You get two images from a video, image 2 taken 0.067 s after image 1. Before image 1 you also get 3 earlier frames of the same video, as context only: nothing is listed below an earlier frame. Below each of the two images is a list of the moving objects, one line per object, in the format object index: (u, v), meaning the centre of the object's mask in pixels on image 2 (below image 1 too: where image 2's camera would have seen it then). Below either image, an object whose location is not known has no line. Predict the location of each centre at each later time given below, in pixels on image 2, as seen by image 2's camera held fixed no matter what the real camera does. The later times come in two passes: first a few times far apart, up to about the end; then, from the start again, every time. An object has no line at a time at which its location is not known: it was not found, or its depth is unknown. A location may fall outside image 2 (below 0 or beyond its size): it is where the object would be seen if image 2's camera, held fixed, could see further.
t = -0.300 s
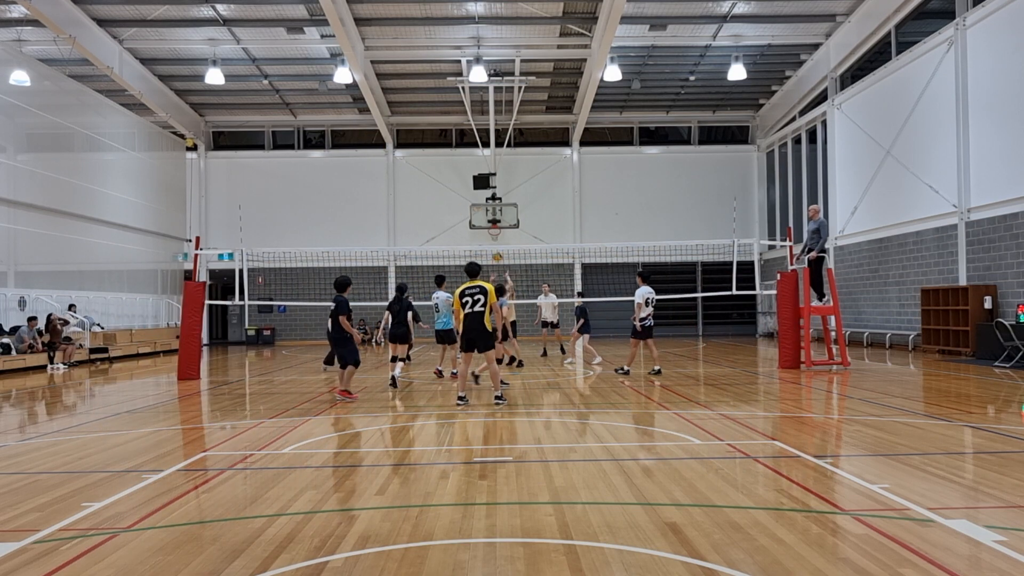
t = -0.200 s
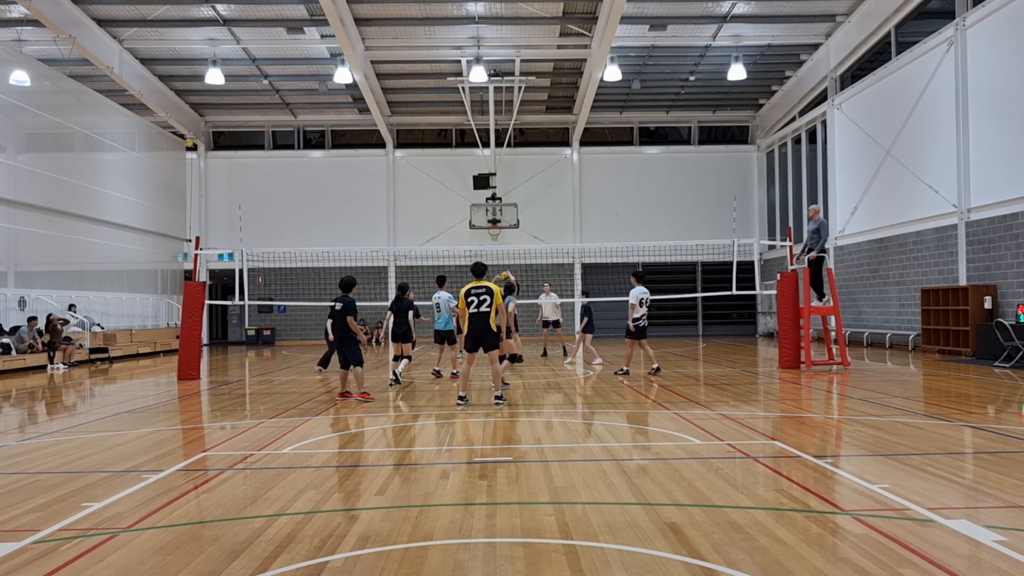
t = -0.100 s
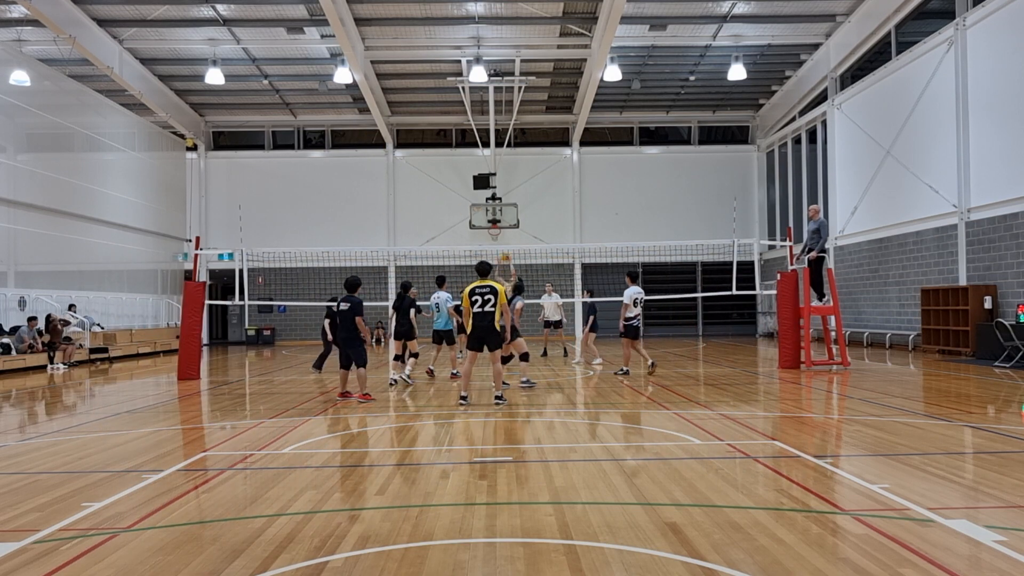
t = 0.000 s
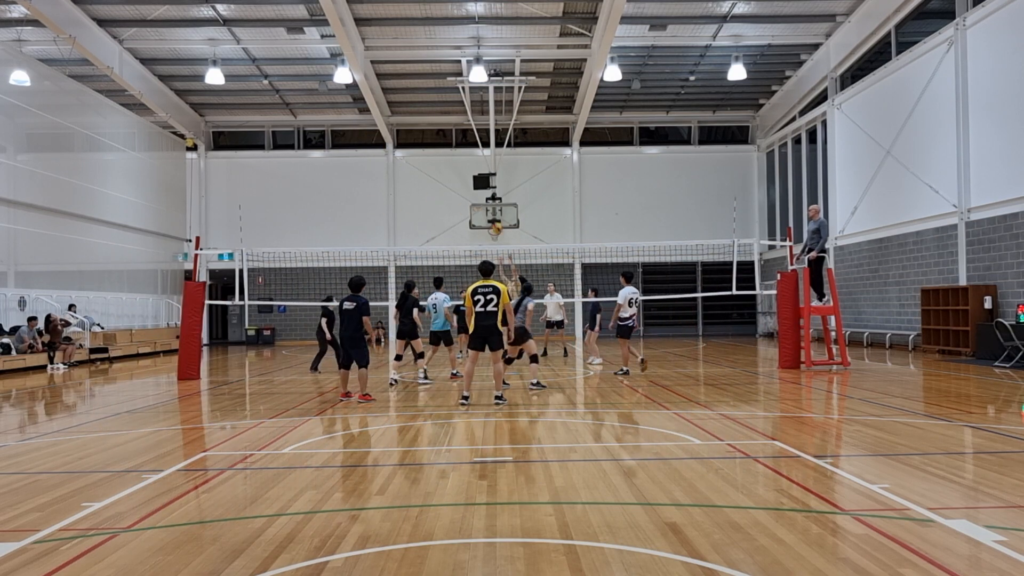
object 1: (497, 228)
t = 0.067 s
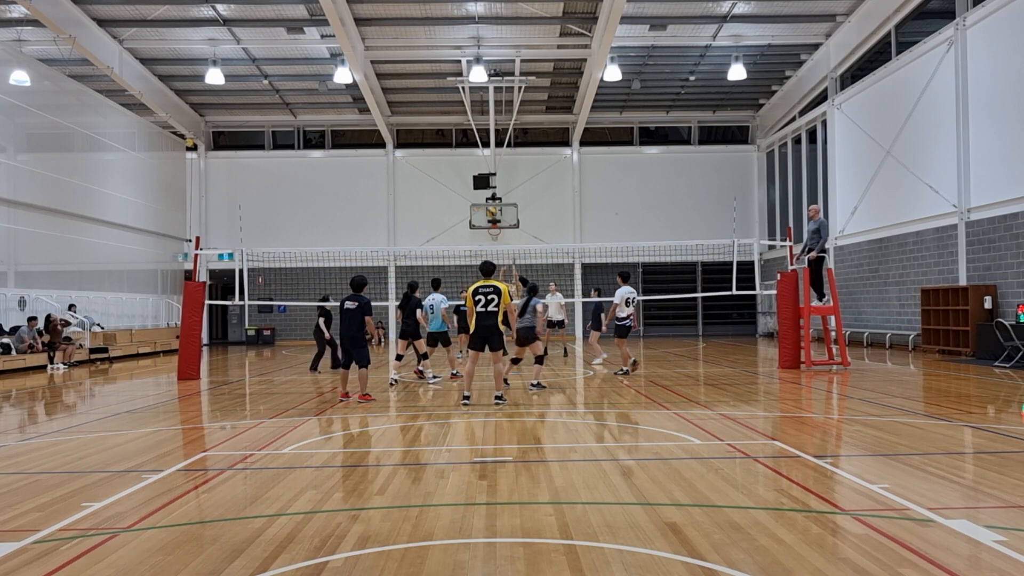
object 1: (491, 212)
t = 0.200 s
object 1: (480, 186)
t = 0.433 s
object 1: (461, 161)
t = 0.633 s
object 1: (445, 160)
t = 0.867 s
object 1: (427, 180)
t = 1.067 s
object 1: (413, 218)
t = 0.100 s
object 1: (489, 205)
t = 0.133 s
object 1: (486, 199)
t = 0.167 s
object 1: (483, 192)
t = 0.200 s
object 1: (480, 186)
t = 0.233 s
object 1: (477, 182)
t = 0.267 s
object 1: (475, 177)
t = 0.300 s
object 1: (472, 172)
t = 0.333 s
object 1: (469, 169)
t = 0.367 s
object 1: (466, 166)
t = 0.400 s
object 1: (464, 163)
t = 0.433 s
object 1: (461, 161)
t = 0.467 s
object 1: (459, 160)
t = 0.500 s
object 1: (456, 159)
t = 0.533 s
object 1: (453, 158)
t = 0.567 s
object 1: (450, 158)
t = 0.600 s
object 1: (448, 158)
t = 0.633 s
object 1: (445, 160)
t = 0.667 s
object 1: (443, 161)
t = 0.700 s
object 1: (440, 163)
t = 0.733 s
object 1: (437, 165)
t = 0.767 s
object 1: (435, 168)
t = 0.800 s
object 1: (432, 171)
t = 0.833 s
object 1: (430, 175)
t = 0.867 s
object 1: (427, 180)
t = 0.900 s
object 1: (425, 185)
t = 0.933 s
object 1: (422, 190)
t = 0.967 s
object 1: (420, 197)
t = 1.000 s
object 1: (417, 203)
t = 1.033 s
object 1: (415, 210)
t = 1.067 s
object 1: (413, 218)
